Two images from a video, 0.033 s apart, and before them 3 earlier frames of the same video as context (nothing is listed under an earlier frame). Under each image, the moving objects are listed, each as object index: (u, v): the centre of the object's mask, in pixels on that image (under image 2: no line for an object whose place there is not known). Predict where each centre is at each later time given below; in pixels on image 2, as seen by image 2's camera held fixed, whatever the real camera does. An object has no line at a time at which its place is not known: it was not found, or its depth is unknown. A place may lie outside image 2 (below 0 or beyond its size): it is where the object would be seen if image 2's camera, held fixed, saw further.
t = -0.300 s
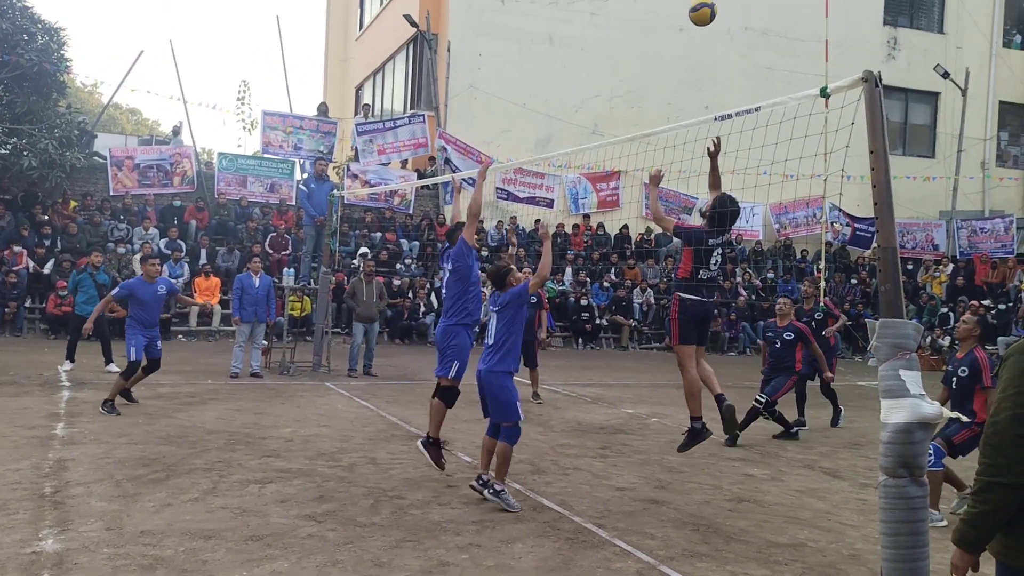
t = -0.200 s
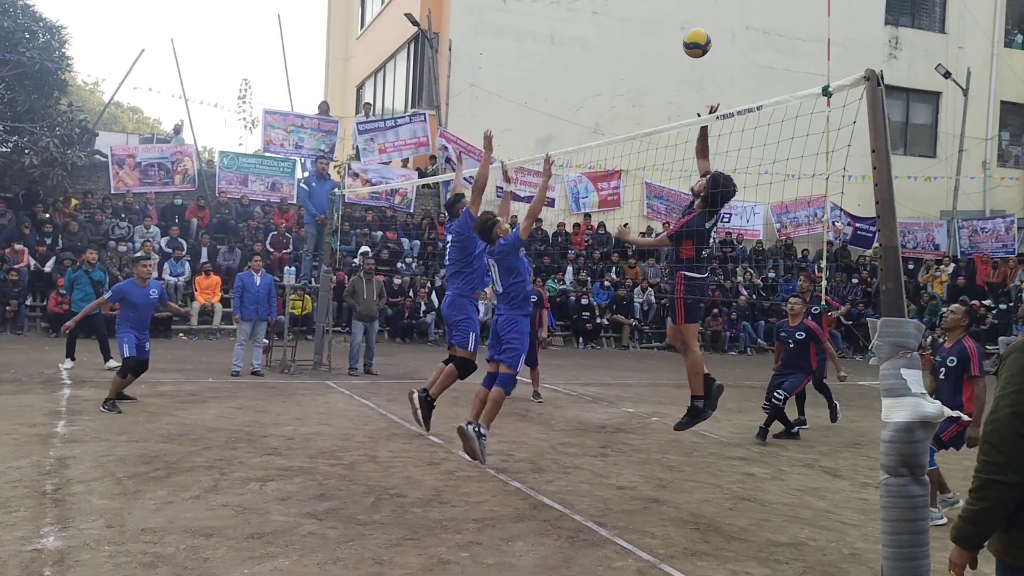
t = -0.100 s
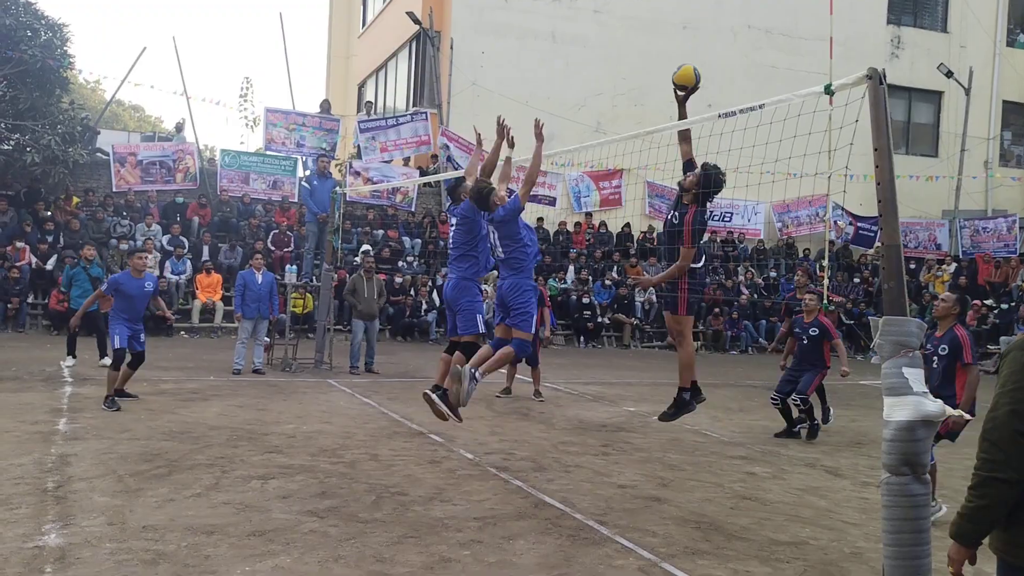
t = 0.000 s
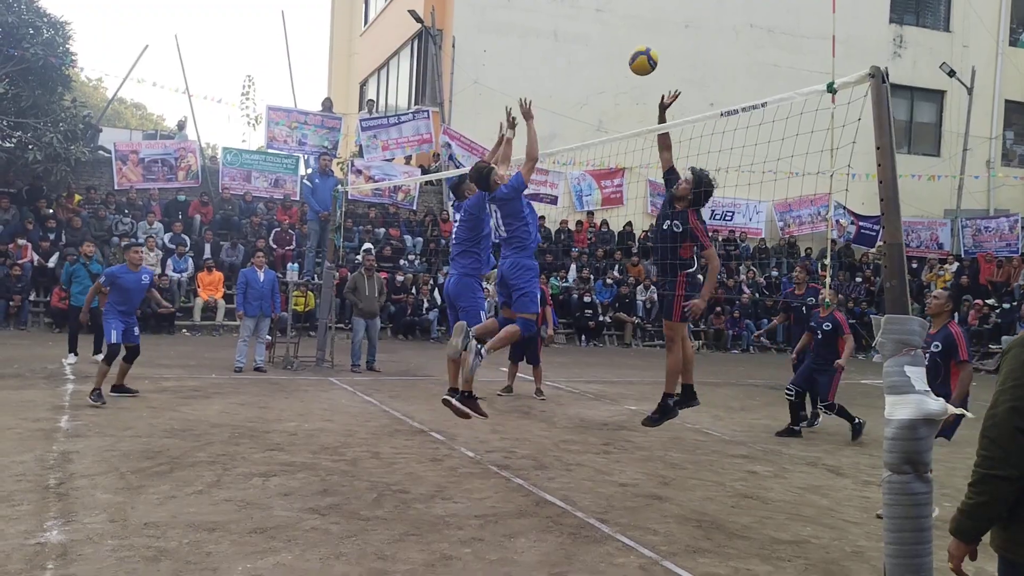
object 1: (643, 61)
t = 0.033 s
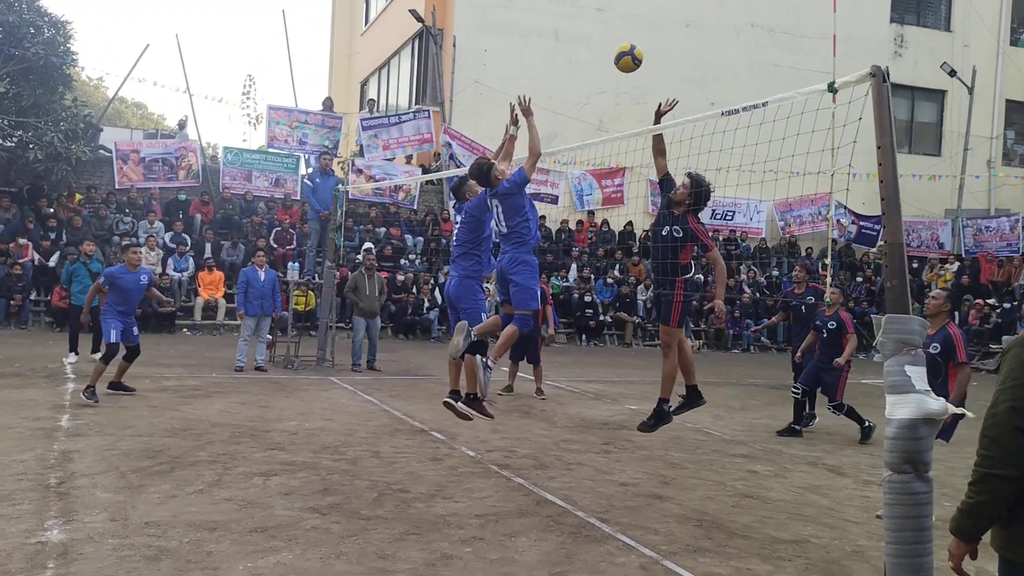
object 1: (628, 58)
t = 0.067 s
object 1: (612, 57)
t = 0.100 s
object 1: (596, 57)
